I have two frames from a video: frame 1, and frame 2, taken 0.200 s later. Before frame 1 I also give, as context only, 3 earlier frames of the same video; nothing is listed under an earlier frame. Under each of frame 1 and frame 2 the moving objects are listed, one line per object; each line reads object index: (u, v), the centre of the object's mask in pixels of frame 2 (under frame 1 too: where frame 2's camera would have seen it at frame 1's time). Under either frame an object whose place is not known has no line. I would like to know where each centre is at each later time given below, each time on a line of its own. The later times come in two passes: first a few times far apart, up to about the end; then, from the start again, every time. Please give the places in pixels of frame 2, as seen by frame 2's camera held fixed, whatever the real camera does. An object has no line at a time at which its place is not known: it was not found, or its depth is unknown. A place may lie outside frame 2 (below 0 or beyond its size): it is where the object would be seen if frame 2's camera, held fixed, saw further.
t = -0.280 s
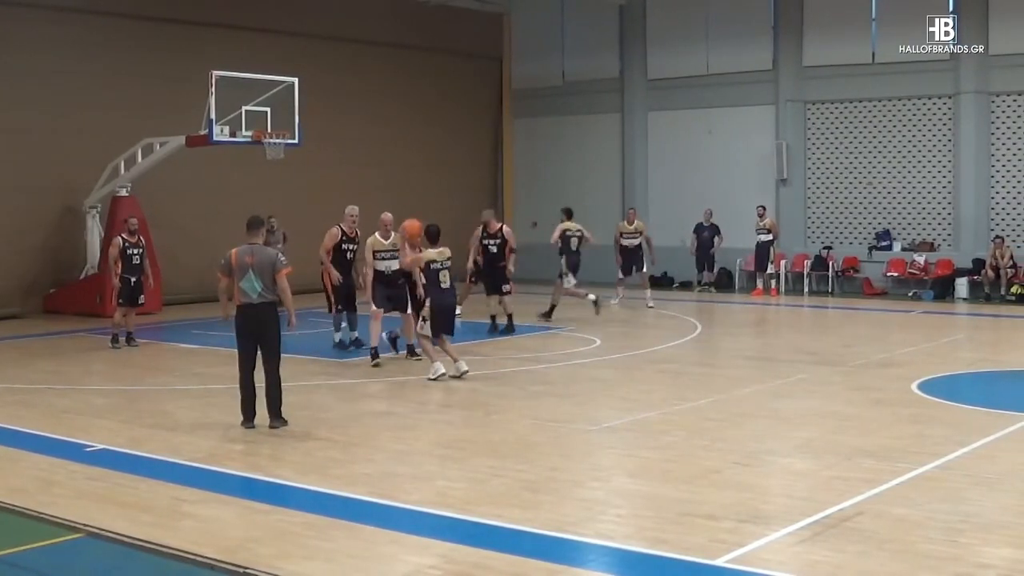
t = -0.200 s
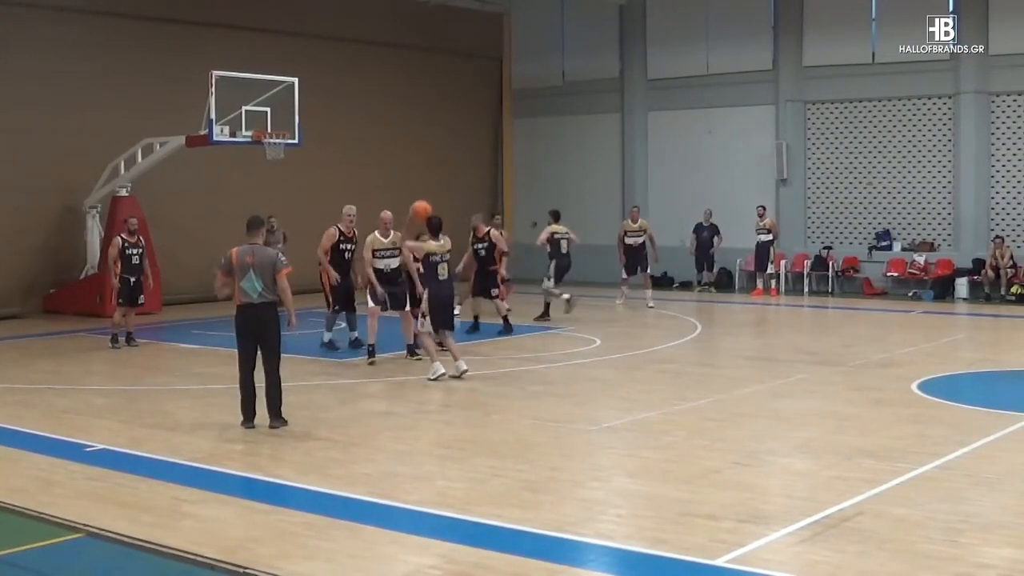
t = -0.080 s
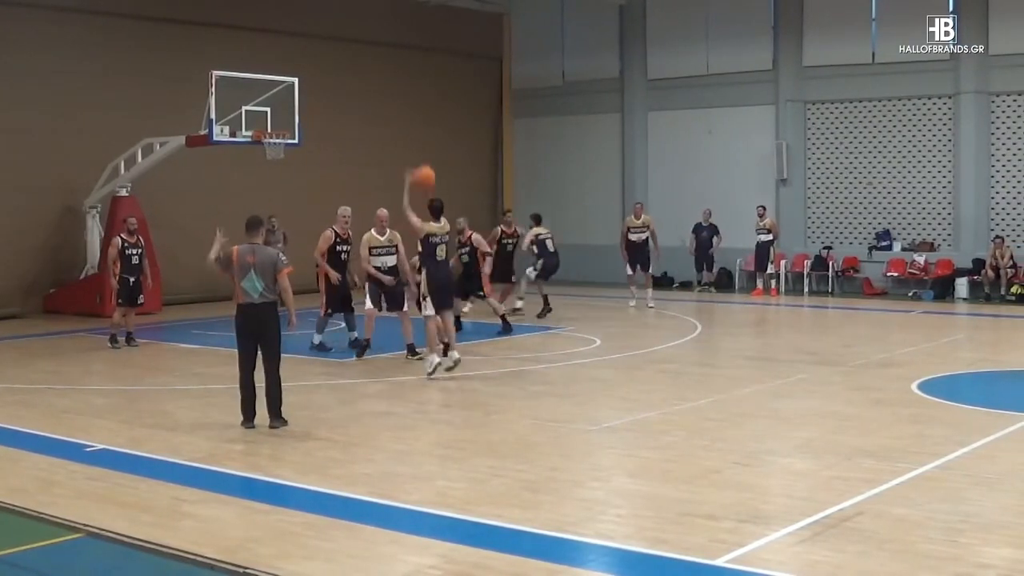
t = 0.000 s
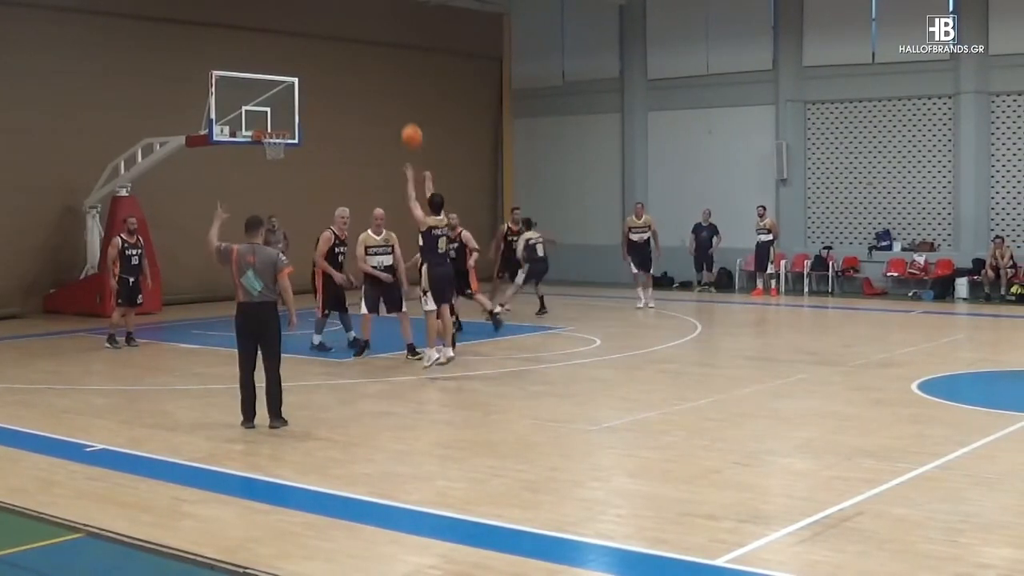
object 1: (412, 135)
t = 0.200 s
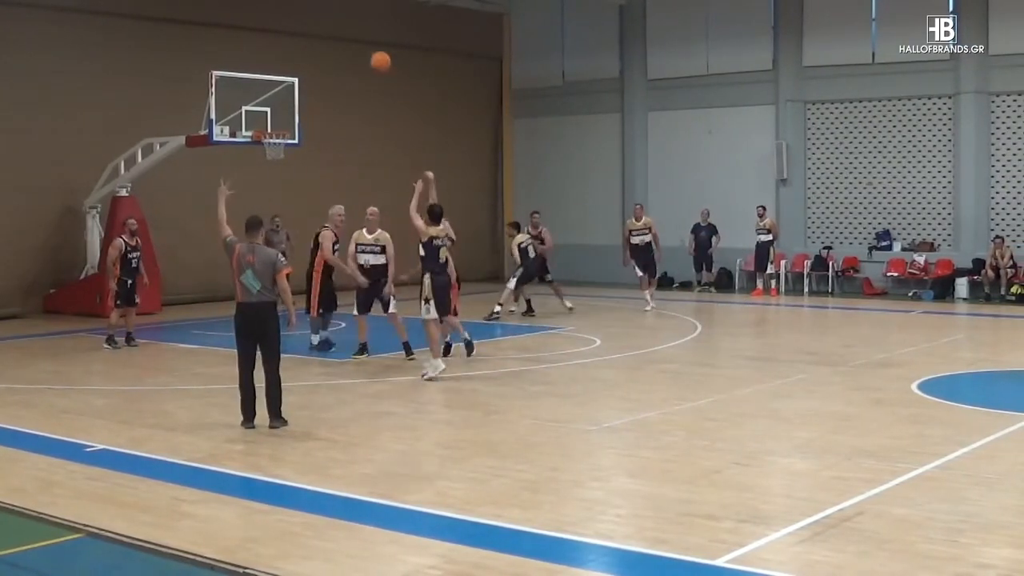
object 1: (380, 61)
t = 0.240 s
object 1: (374, 51)
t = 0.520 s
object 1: (340, 21)
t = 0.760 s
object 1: (315, 41)
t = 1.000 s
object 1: (296, 94)
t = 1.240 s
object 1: (273, 122)
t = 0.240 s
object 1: (374, 51)
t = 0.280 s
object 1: (369, 43)
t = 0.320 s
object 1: (364, 36)
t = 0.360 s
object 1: (358, 30)
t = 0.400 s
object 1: (354, 26)
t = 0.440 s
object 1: (349, 23)
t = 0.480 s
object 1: (344, 22)
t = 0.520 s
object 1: (340, 21)
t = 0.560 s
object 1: (335, 22)
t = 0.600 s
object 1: (331, 24)
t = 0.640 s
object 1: (327, 26)
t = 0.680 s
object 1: (323, 30)
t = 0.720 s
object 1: (318, 35)
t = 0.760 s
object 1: (315, 41)
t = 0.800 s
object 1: (312, 47)
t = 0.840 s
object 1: (308, 55)
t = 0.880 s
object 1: (305, 63)
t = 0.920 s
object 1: (301, 72)
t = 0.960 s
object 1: (299, 83)
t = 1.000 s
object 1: (296, 94)
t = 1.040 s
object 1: (291, 105)
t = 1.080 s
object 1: (288, 117)
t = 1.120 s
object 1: (286, 124)
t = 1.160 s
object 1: (282, 123)
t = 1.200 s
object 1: (278, 122)
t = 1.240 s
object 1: (273, 122)
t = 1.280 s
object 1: (277, 120)
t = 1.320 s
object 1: (283, 119)
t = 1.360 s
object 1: (288, 118)
